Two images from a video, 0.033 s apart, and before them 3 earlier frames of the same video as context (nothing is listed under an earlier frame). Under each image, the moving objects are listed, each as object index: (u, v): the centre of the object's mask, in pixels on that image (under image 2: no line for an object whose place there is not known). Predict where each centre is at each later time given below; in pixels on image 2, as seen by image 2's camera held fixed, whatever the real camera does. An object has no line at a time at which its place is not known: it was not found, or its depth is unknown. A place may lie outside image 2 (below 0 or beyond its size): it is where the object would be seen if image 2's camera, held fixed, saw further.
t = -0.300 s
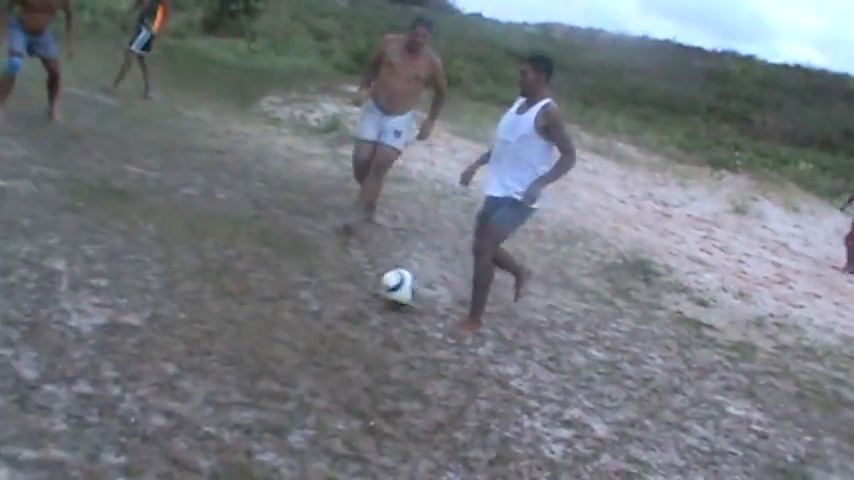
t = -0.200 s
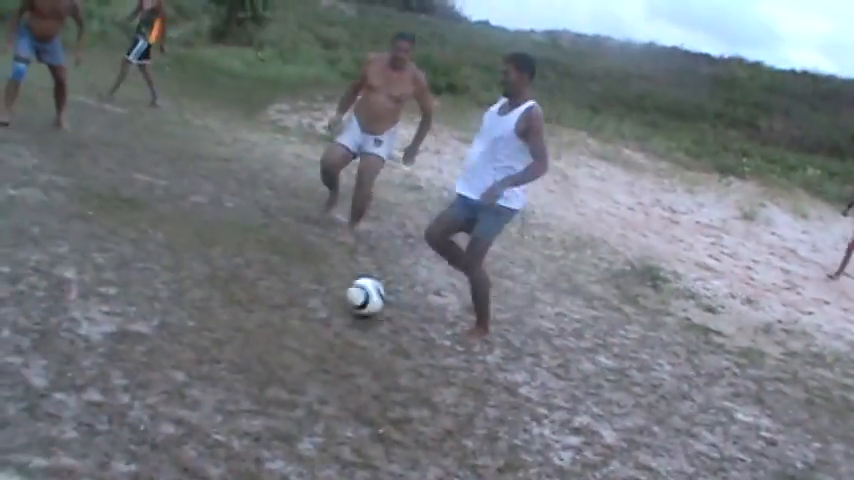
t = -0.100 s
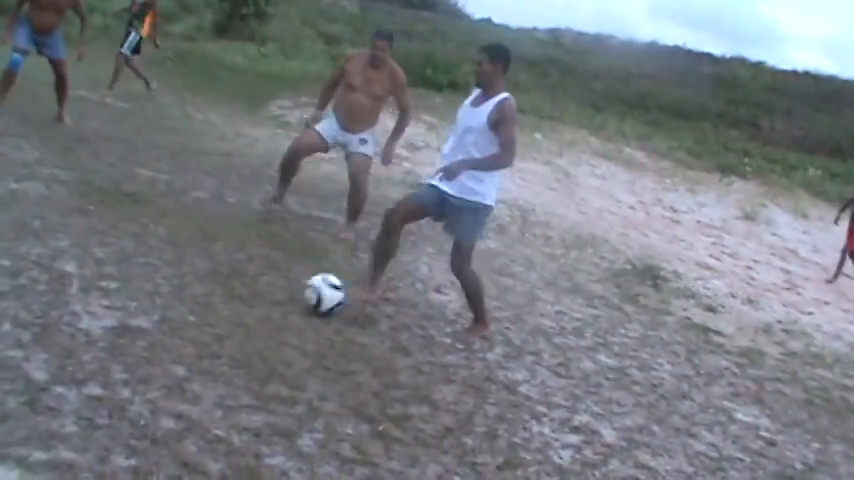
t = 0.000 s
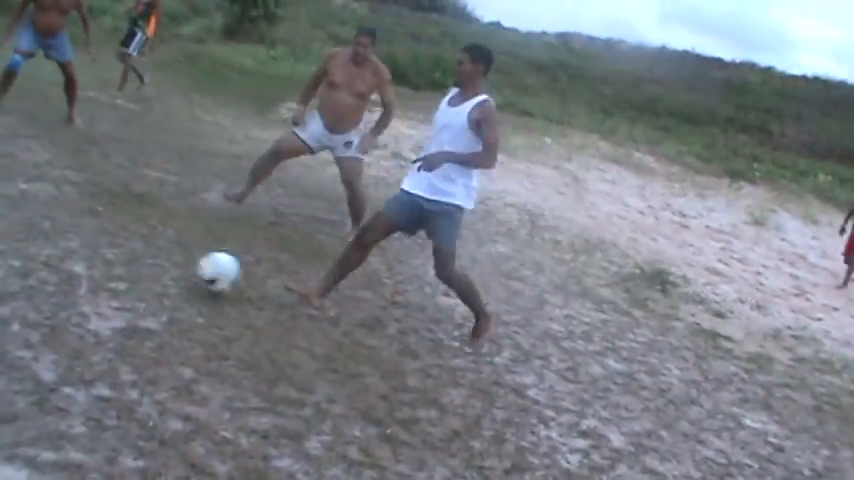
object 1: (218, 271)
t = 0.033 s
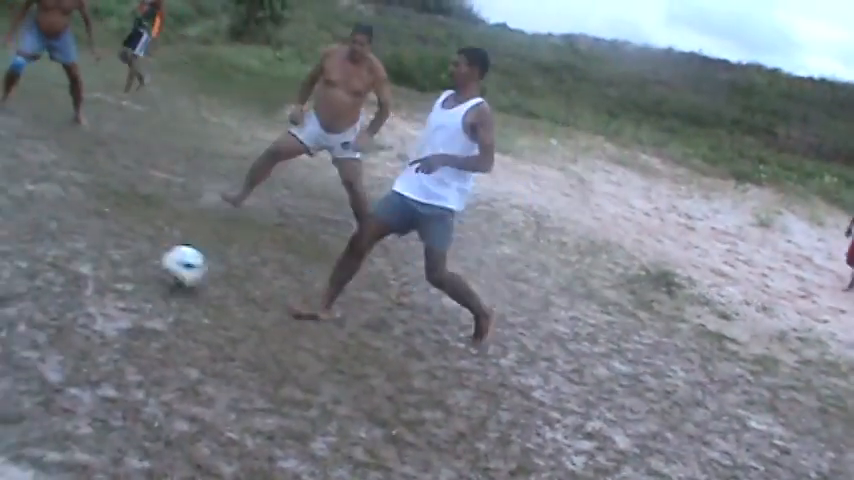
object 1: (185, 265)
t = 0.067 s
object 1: (142, 260)
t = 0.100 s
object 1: (106, 250)
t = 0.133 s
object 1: (73, 239)
